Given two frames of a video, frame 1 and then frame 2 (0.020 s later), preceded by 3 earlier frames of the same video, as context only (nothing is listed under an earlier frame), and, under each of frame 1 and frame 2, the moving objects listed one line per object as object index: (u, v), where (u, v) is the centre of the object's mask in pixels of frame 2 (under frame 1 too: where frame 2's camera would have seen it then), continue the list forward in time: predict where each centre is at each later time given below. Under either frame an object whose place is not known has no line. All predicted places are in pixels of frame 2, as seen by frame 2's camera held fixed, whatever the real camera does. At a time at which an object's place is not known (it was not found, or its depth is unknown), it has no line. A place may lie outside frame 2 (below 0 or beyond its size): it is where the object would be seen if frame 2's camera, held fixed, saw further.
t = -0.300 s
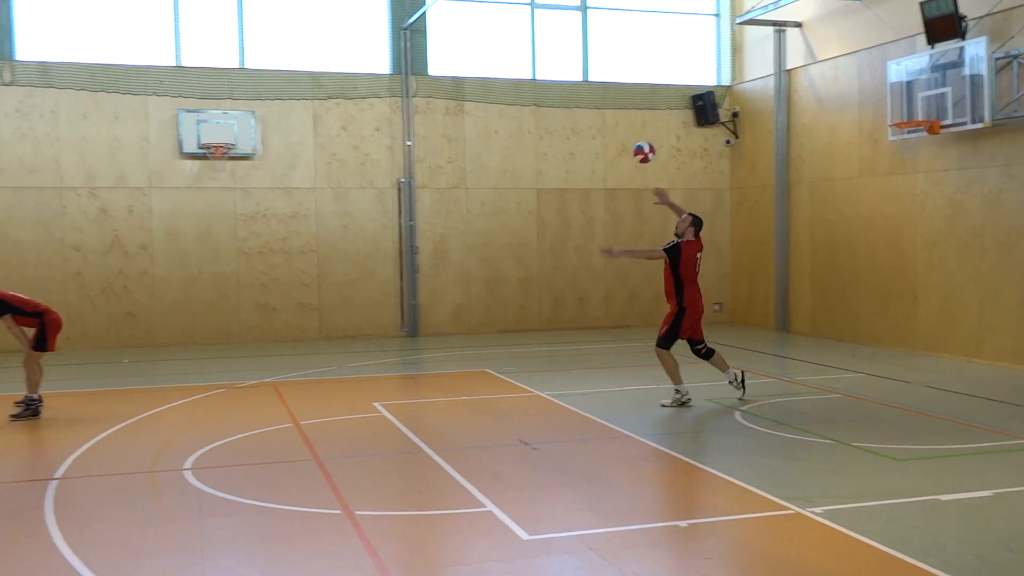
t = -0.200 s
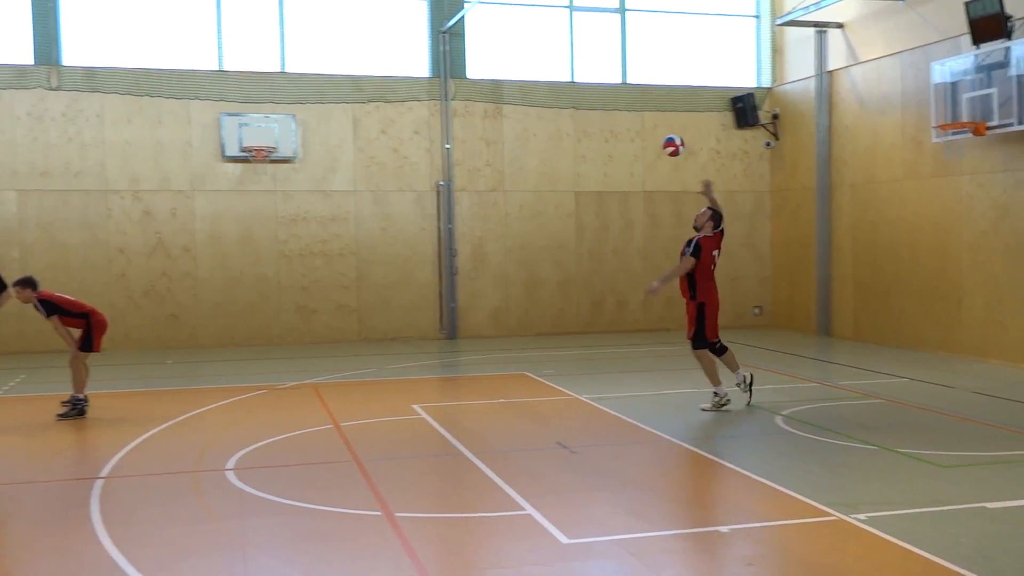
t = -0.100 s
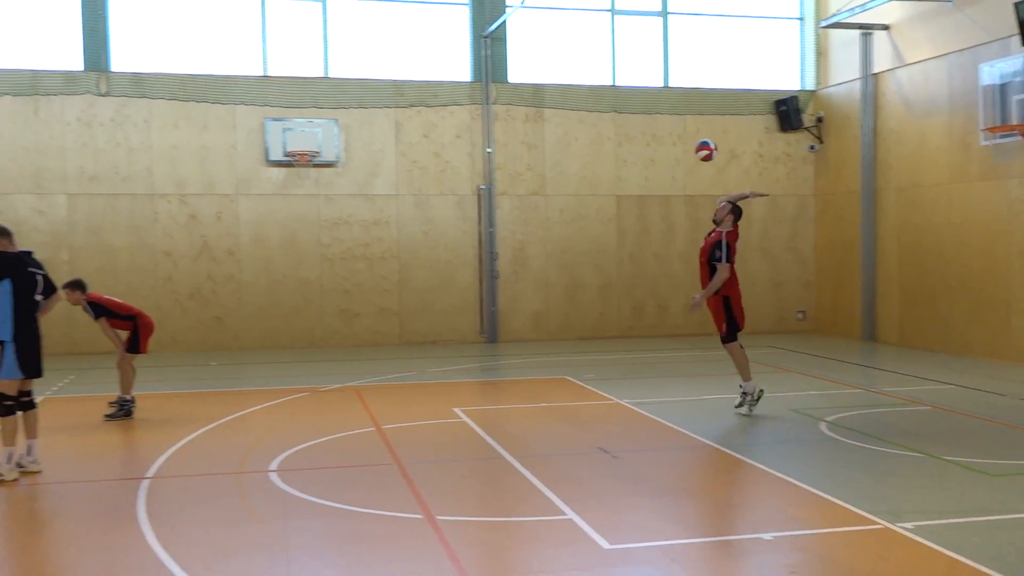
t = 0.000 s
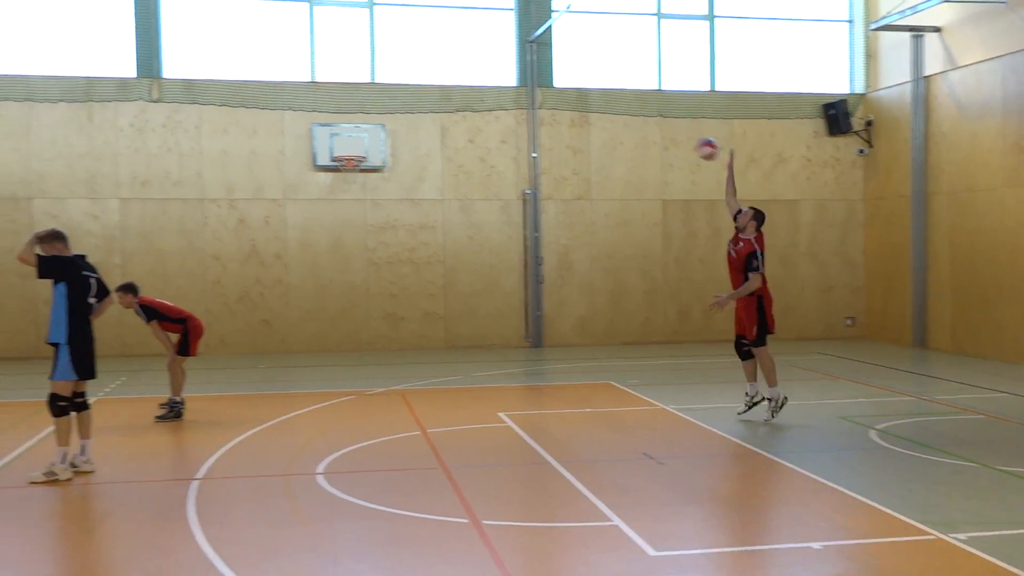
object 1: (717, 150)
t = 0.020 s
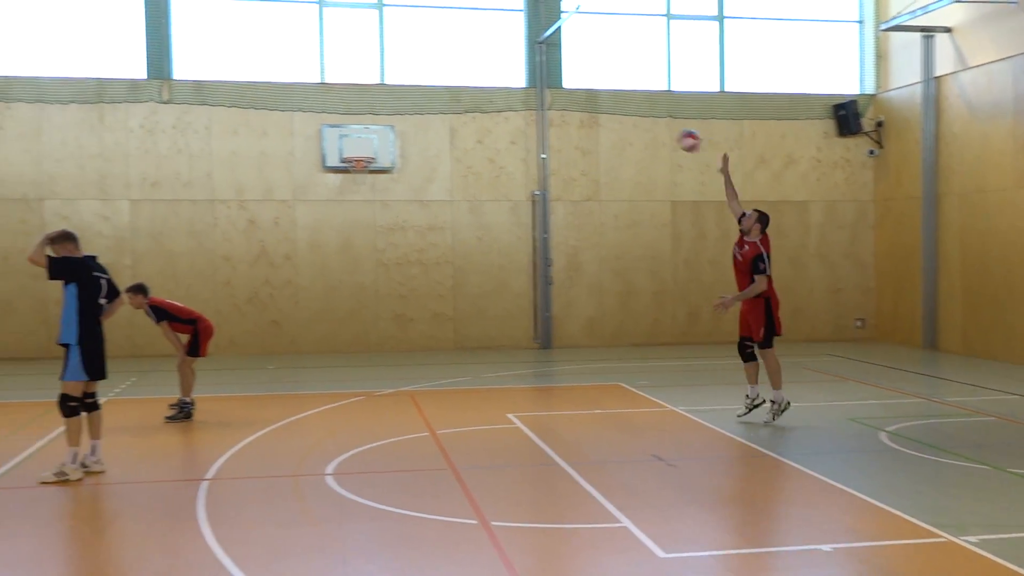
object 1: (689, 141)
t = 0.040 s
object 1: (661, 132)
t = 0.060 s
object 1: (633, 123)
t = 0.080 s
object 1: (606, 115)
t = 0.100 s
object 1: (578, 108)
